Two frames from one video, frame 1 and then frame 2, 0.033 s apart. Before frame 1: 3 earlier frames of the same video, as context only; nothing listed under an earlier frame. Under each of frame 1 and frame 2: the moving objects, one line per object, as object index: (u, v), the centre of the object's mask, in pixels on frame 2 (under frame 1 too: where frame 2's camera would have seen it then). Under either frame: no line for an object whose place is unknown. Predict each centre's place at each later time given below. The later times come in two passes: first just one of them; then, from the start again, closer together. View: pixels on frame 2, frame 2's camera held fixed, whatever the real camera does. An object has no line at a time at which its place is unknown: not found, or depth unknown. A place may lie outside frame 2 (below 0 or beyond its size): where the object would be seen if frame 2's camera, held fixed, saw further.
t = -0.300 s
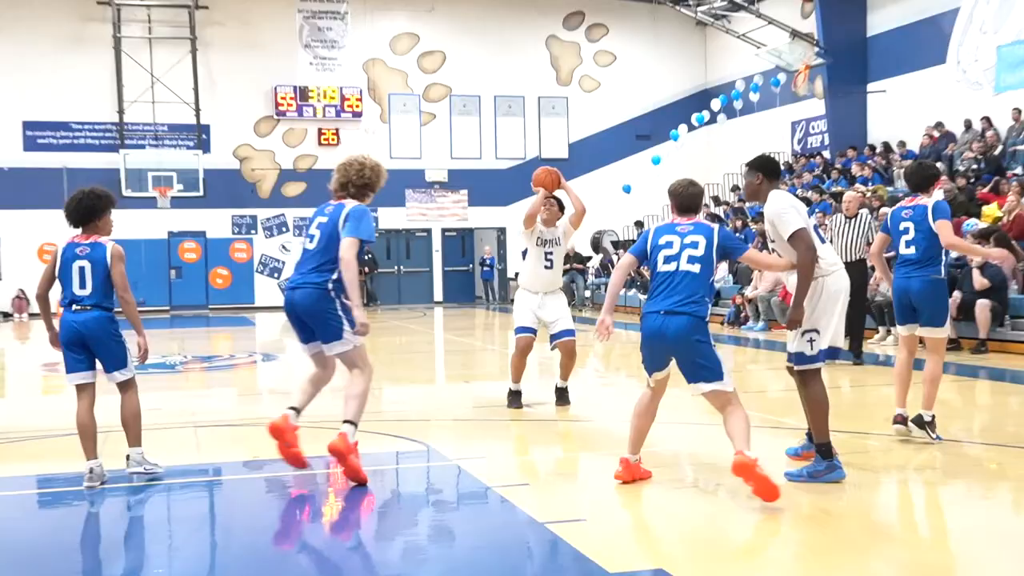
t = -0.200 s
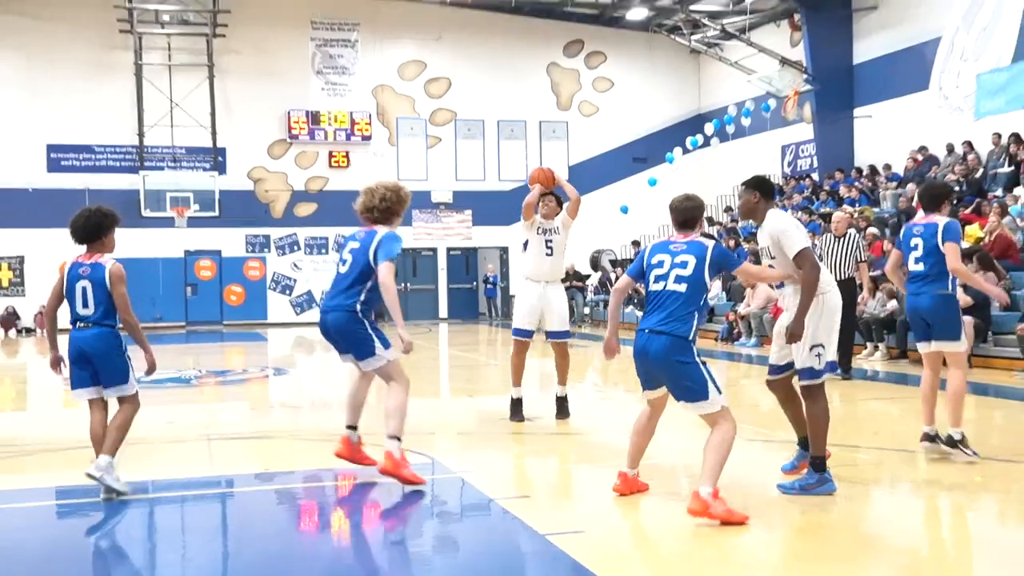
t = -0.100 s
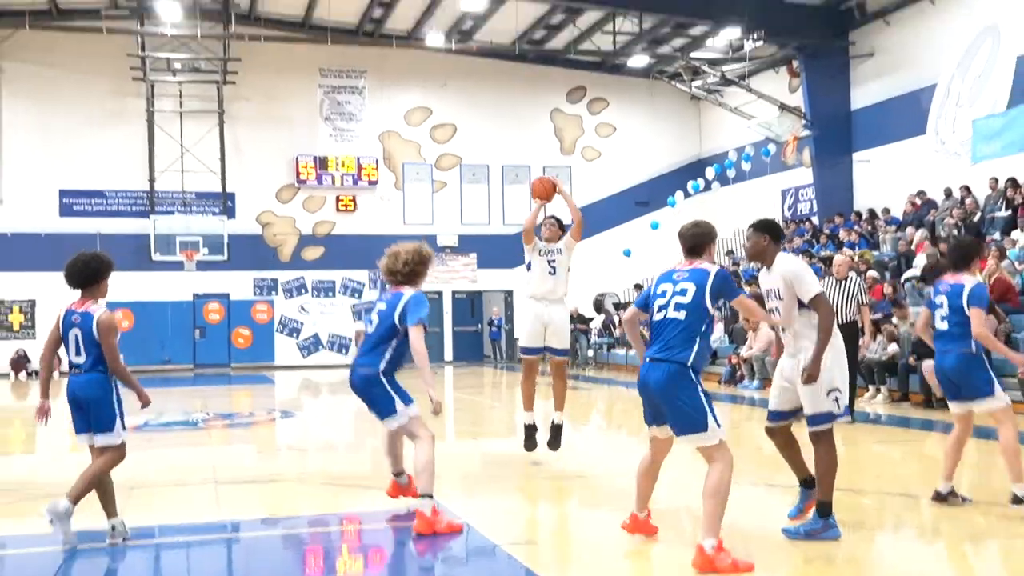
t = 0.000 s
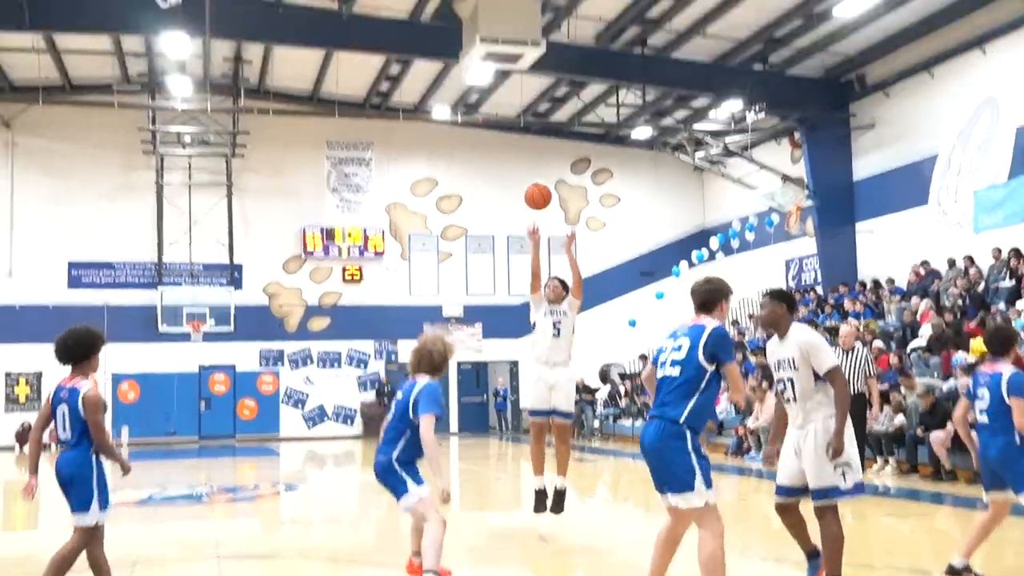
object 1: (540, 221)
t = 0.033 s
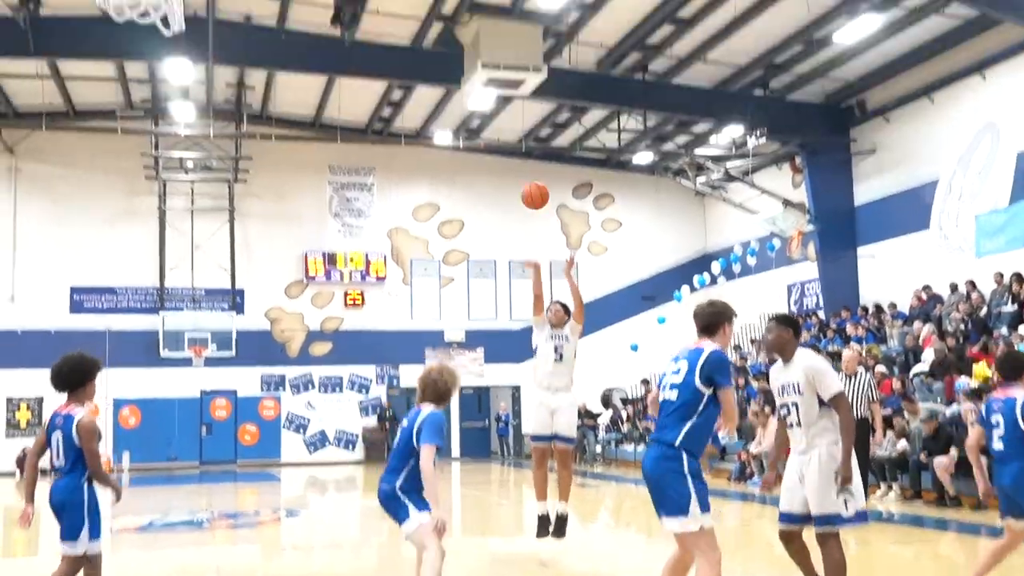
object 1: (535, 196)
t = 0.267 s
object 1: (497, 30)
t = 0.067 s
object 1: (529, 171)
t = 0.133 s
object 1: (520, 123)
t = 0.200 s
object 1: (509, 76)
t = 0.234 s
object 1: (502, 53)
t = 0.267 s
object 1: (497, 30)
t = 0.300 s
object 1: (491, 8)
